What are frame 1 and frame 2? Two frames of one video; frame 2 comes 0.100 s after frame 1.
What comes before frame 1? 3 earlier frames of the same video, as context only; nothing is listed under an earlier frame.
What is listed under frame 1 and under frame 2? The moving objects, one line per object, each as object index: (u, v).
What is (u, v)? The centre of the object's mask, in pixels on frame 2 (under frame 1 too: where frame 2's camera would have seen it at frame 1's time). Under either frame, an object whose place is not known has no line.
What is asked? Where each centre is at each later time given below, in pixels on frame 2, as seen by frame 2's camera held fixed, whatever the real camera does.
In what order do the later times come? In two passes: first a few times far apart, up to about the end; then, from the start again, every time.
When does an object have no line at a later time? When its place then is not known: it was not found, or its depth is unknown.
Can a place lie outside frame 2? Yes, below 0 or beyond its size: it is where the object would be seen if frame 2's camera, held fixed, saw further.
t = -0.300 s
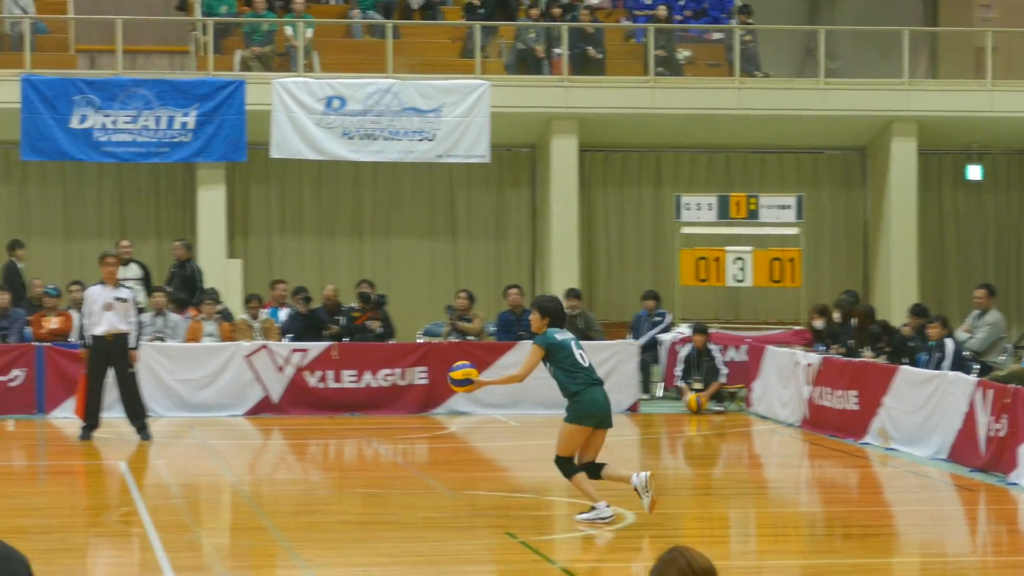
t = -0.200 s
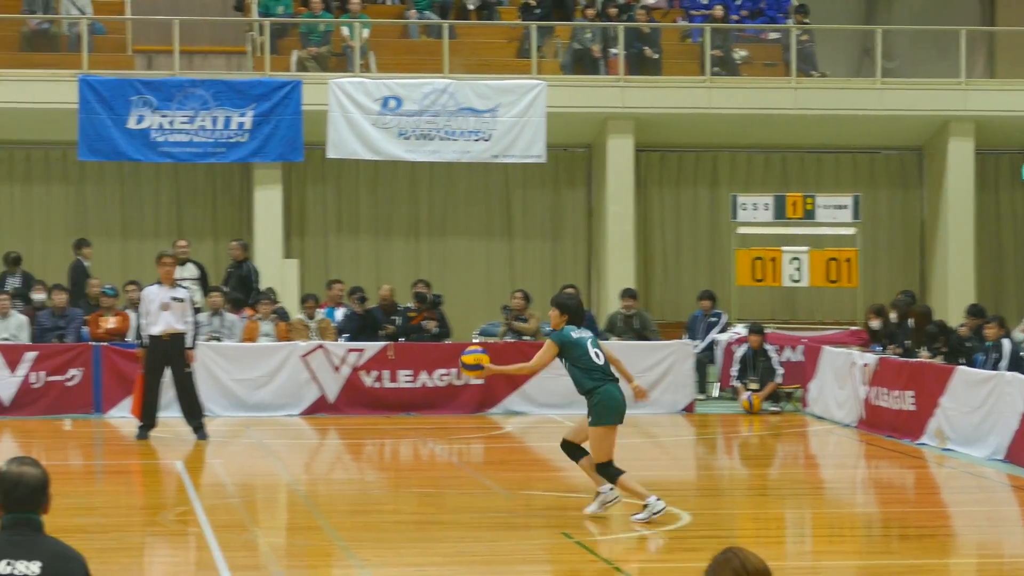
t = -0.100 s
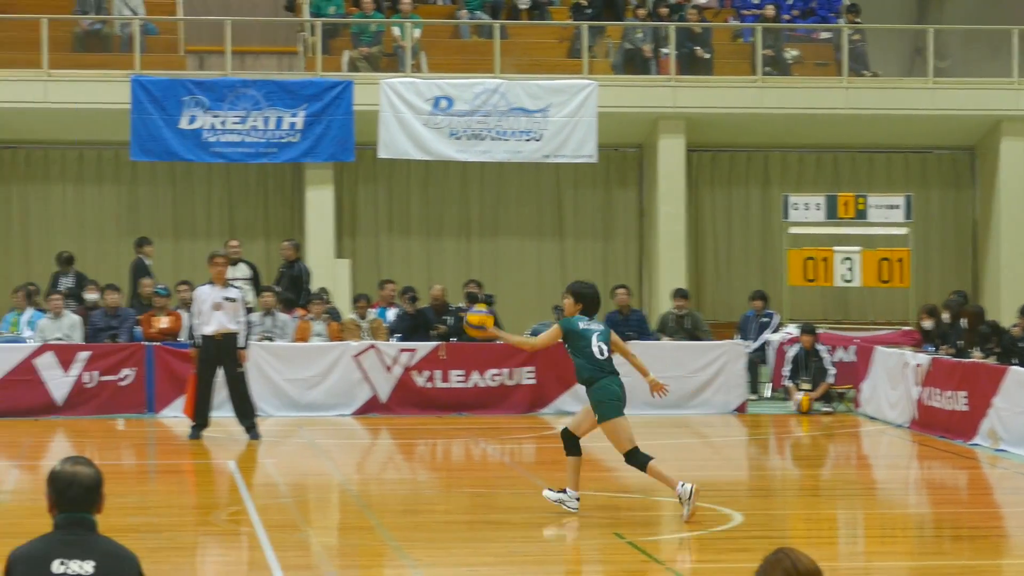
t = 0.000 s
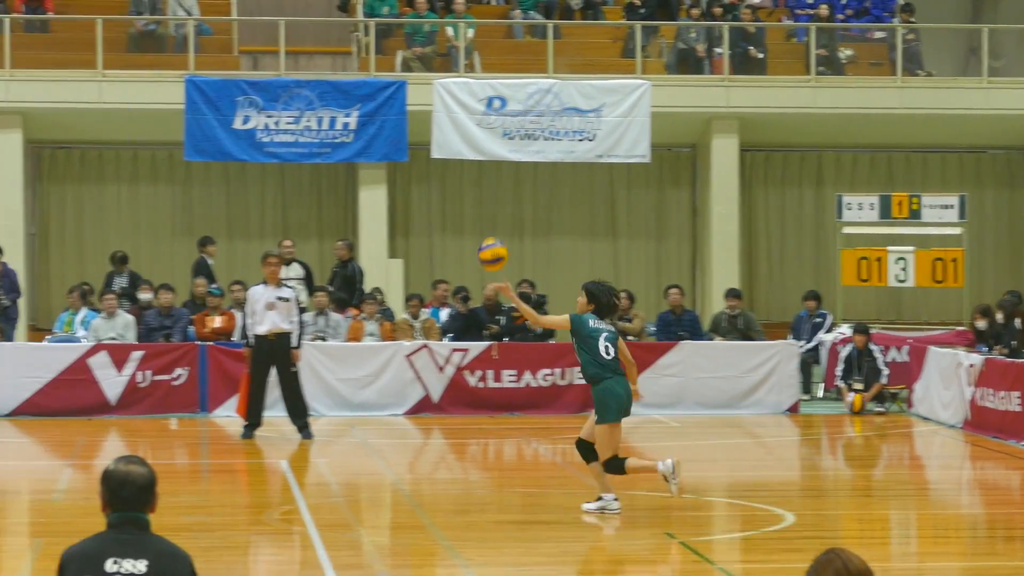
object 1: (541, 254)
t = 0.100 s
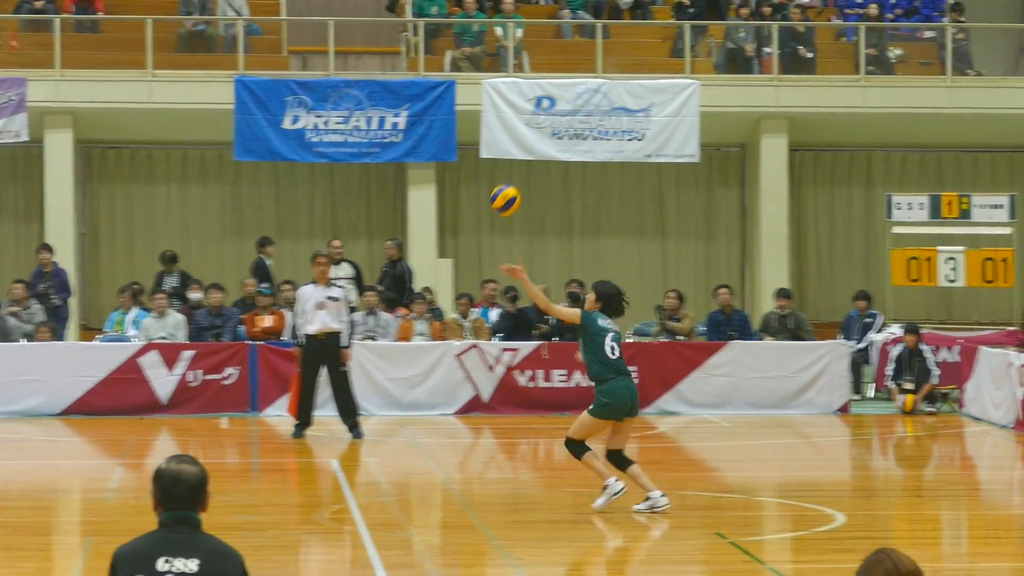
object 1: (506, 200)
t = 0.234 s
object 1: (458, 150)
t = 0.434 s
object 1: (389, 125)
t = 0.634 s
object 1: (322, 156)
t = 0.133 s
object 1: (494, 185)
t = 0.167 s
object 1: (482, 171)
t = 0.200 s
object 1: (469, 160)
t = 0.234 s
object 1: (458, 150)
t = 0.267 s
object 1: (447, 142)
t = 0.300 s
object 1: (435, 136)
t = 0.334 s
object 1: (423, 130)
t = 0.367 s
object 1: (412, 127)
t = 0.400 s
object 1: (400, 125)
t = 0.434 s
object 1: (389, 125)
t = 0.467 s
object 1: (378, 124)
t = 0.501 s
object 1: (366, 127)
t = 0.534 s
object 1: (356, 132)
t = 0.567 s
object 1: (344, 139)
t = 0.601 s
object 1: (333, 147)
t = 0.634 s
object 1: (322, 156)
